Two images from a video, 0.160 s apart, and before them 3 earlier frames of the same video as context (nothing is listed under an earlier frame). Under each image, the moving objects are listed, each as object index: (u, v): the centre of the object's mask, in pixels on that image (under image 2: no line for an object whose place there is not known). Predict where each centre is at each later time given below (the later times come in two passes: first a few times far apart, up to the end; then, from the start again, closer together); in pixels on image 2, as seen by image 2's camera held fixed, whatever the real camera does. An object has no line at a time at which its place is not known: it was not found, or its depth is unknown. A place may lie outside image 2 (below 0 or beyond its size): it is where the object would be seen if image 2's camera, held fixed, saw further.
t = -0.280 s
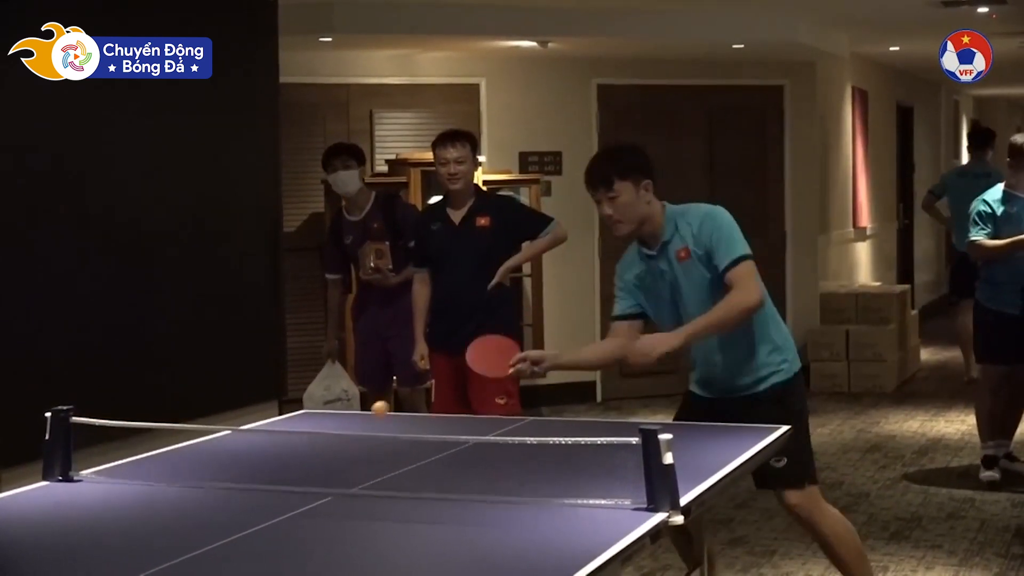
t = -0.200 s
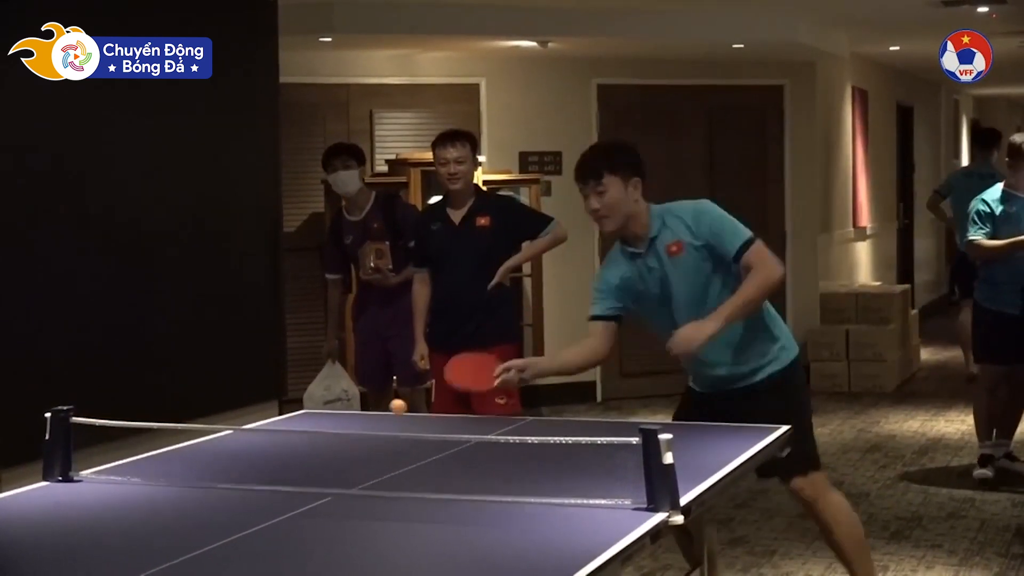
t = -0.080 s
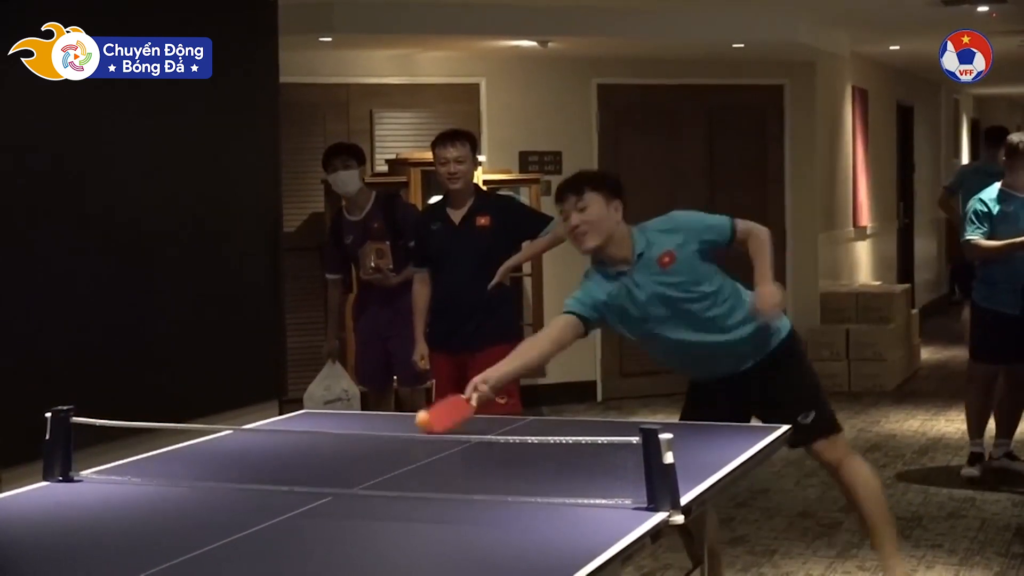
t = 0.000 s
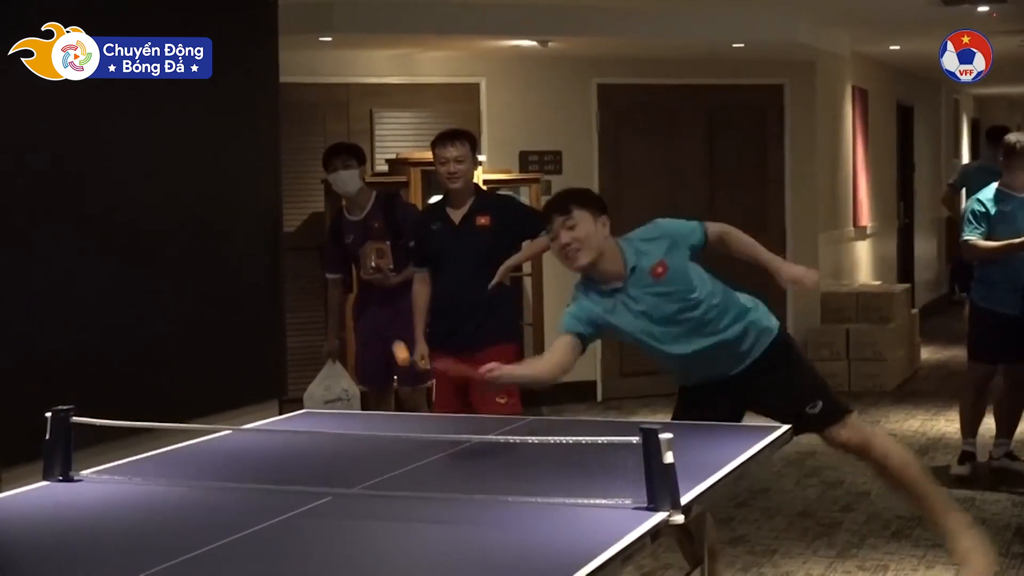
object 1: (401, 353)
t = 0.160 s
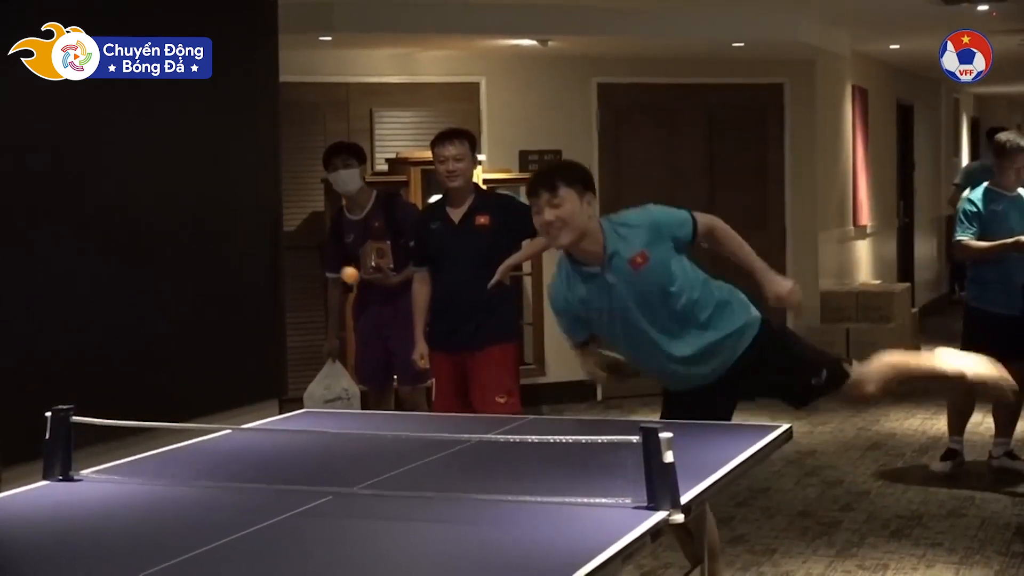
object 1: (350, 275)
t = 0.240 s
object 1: (324, 270)
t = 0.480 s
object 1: (246, 405)
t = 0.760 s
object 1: (197, 332)
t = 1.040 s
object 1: (171, 441)
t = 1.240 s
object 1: (168, 381)
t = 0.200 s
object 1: (336, 270)
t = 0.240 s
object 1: (324, 270)
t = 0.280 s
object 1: (311, 277)
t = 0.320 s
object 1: (298, 289)
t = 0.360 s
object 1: (286, 308)
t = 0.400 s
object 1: (272, 334)
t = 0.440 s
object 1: (259, 367)
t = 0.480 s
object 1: (246, 405)
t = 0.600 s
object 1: (218, 409)
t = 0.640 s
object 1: (213, 380)
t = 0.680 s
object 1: (208, 358)
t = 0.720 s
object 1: (203, 342)
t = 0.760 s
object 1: (197, 332)
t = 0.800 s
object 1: (193, 329)
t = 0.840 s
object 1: (188, 332)
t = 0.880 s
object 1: (184, 342)
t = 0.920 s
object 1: (180, 359)
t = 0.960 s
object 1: (176, 381)
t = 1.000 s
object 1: (172, 410)
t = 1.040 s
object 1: (171, 441)
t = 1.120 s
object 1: (170, 436)
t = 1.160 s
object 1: (169, 411)
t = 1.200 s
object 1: (169, 393)
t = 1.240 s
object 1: (168, 381)
